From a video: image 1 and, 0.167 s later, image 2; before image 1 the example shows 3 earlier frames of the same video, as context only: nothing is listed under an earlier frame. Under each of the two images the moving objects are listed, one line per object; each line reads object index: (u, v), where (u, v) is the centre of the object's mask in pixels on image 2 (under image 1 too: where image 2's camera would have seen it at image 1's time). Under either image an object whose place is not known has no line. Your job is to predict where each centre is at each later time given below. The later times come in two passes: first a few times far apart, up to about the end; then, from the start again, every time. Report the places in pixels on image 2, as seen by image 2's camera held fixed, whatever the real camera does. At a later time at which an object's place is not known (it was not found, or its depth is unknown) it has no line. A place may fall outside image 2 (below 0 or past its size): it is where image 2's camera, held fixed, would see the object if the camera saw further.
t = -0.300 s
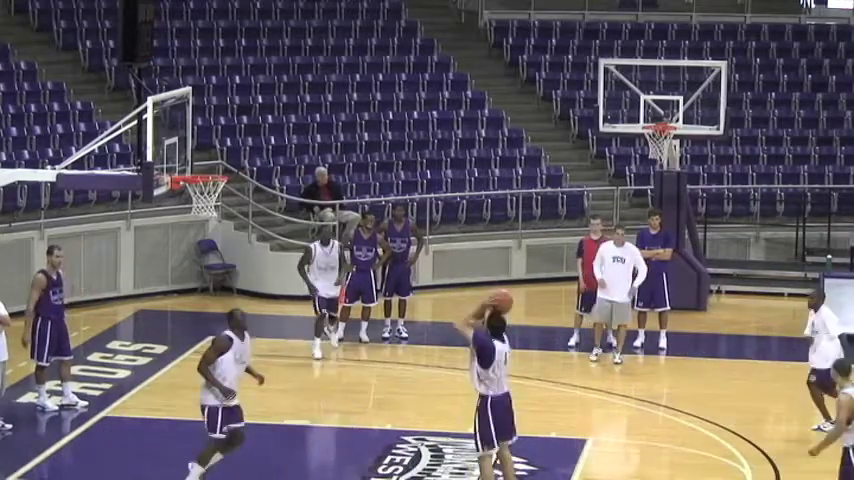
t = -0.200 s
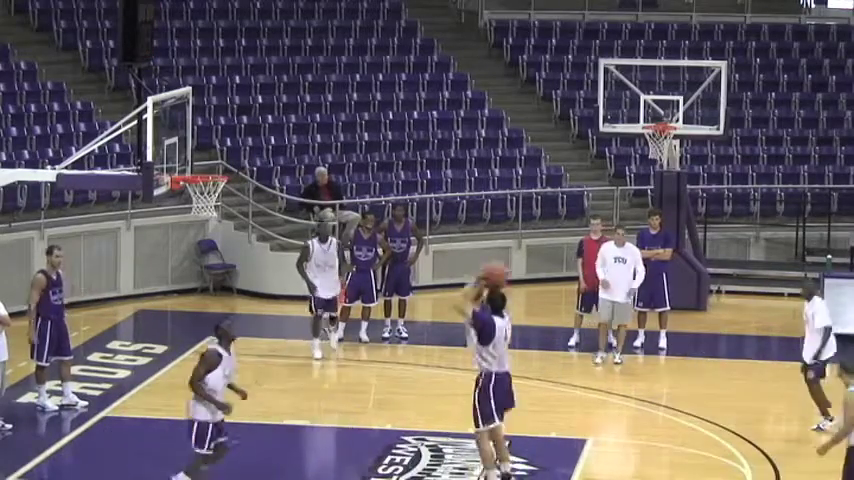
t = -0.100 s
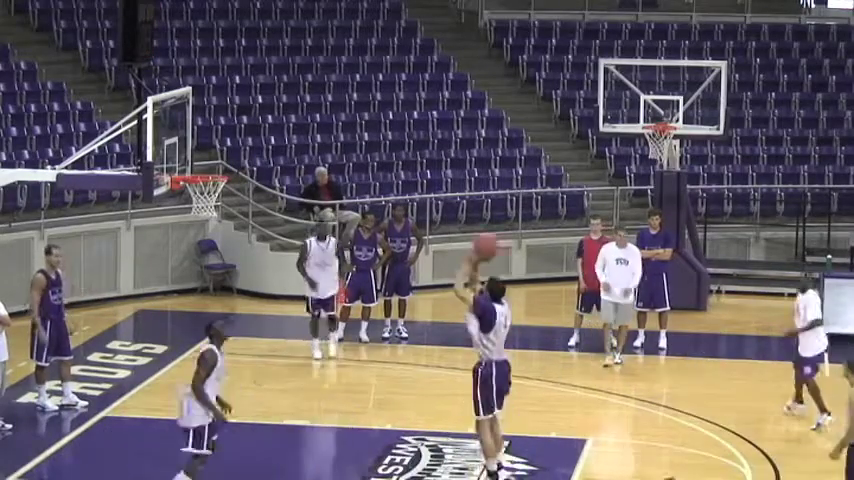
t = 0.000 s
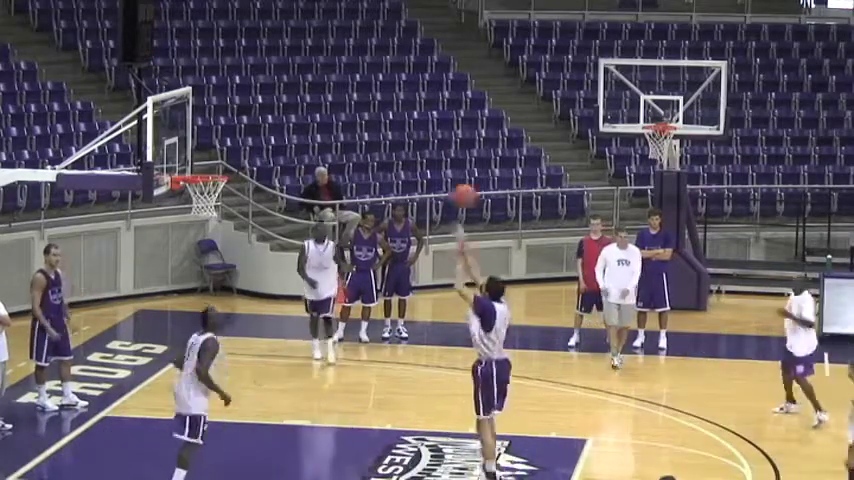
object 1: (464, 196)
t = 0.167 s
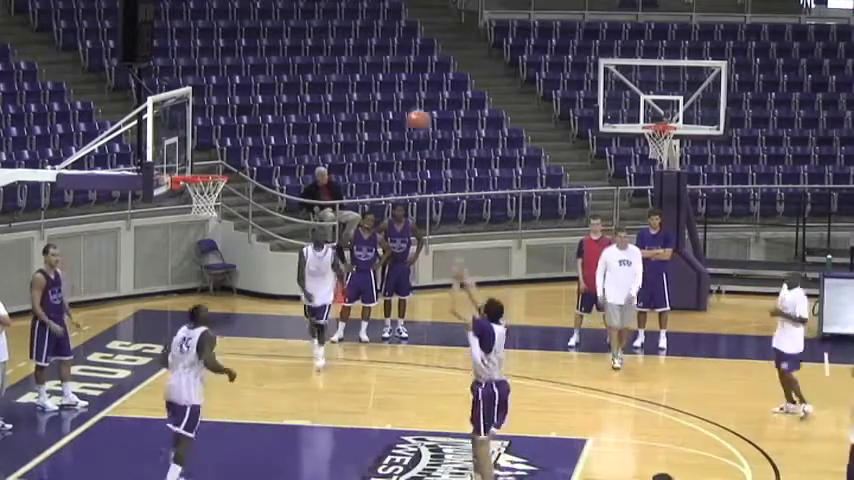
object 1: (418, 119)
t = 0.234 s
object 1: (399, 100)
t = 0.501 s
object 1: (330, 59)
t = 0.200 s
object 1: (407, 108)
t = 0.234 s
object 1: (399, 100)
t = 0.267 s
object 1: (390, 91)
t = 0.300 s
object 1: (382, 83)
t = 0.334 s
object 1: (372, 75)
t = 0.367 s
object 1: (364, 69)
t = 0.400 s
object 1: (355, 66)
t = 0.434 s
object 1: (346, 62)
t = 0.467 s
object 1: (339, 60)
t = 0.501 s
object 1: (330, 59)
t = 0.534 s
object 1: (323, 59)
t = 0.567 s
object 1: (312, 60)
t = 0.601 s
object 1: (305, 61)
